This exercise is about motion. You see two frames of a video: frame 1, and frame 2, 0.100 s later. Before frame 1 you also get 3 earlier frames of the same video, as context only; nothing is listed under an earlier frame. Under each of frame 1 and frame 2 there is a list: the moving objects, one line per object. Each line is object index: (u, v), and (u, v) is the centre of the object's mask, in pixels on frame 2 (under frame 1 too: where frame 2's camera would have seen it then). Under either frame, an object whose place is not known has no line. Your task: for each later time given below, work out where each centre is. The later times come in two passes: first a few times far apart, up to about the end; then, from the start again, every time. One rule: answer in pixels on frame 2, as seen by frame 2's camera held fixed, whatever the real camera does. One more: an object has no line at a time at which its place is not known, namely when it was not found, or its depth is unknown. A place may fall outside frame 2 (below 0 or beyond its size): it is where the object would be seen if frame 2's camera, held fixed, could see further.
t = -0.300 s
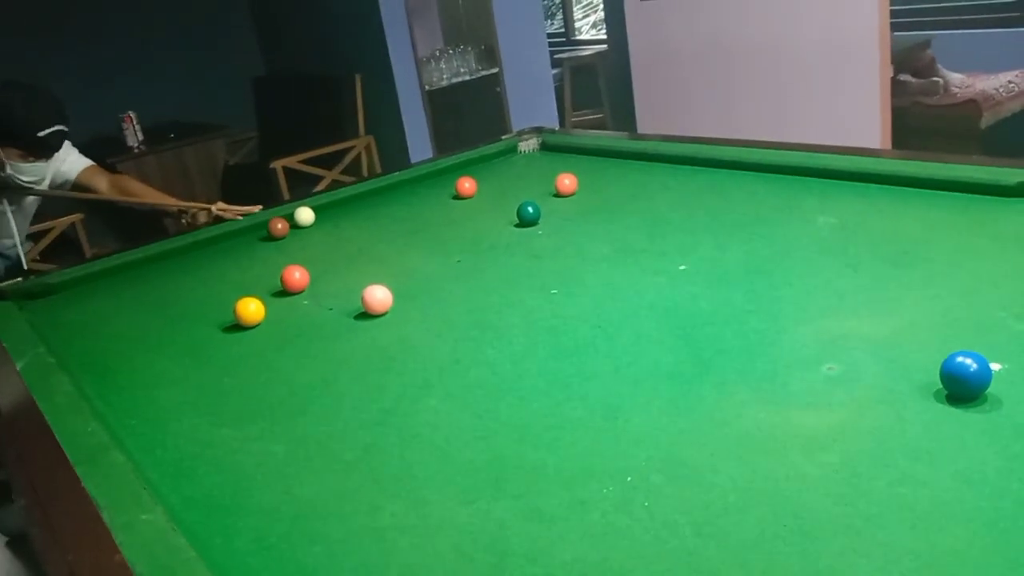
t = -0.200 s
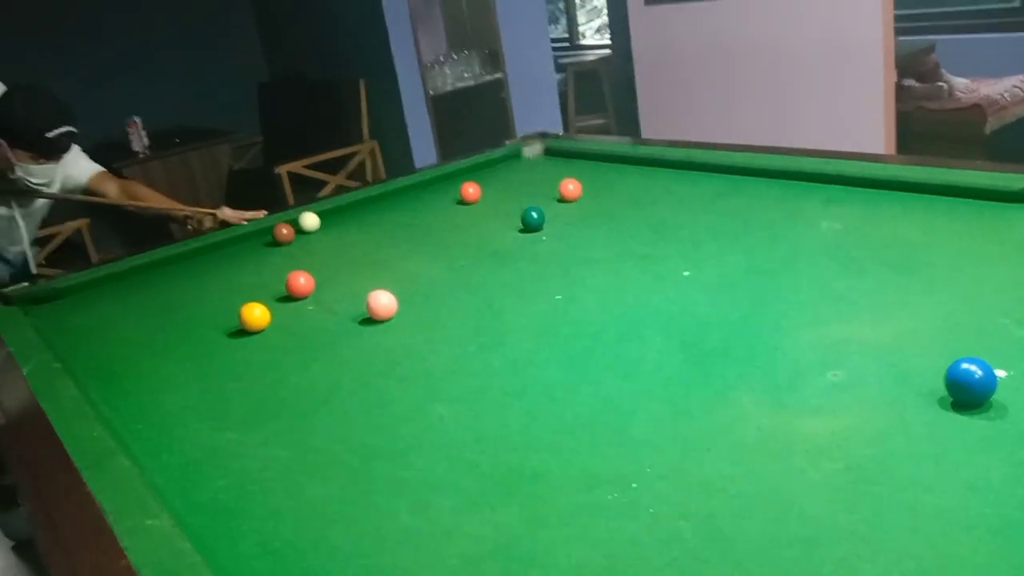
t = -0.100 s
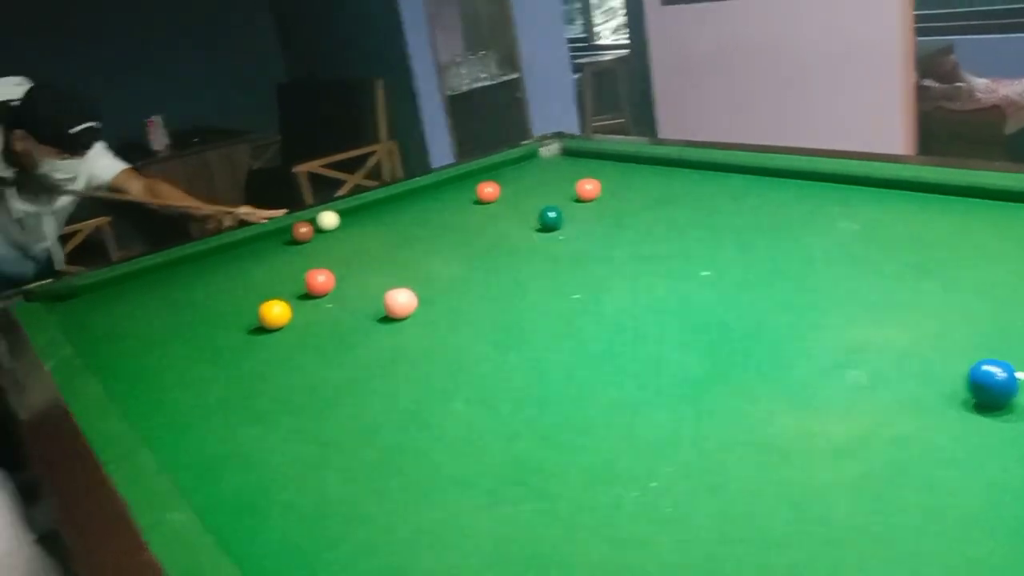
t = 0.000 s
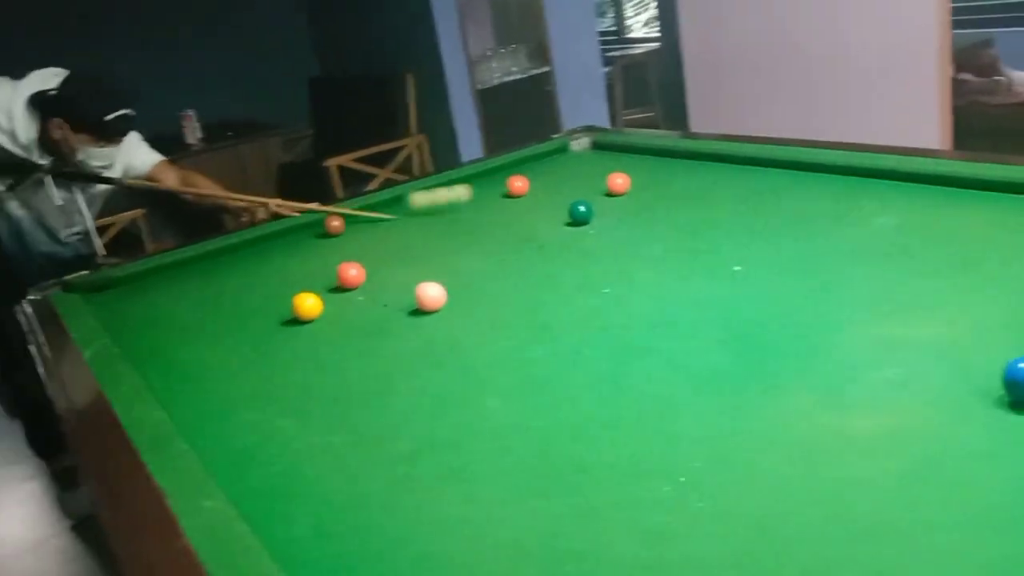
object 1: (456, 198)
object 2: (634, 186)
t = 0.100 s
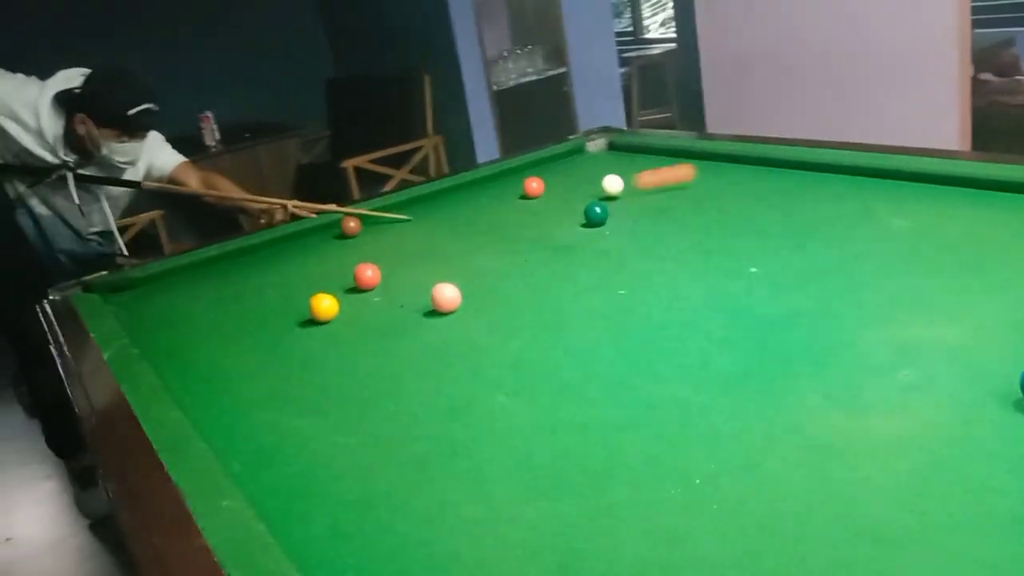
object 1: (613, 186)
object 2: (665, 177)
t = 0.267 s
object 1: (627, 197)
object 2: (762, 193)
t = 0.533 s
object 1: (655, 208)
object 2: (654, 318)
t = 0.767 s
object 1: (684, 217)
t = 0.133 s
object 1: (614, 189)
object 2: (722, 167)
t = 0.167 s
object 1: (617, 193)
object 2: (774, 161)
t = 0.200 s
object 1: (620, 194)
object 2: (779, 169)
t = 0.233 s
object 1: (623, 196)
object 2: (771, 181)
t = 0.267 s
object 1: (627, 197)
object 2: (762, 193)
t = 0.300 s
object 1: (630, 198)
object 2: (753, 205)
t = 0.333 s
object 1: (634, 200)
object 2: (741, 218)
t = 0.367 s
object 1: (637, 201)
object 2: (730, 231)
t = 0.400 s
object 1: (640, 202)
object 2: (716, 246)
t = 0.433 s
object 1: (644, 204)
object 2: (703, 263)
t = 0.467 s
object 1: (648, 205)
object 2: (688, 280)
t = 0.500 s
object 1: (652, 207)
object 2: (672, 298)
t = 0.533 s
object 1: (655, 208)
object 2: (654, 318)
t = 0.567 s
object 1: (660, 209)
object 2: (634, 341)
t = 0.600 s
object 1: (664, 210)
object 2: (612, 366)
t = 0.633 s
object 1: (667, 212)
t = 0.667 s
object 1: (672, 213)
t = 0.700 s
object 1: (677, 215)
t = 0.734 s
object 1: (680, 216)
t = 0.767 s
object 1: (684, 217)
